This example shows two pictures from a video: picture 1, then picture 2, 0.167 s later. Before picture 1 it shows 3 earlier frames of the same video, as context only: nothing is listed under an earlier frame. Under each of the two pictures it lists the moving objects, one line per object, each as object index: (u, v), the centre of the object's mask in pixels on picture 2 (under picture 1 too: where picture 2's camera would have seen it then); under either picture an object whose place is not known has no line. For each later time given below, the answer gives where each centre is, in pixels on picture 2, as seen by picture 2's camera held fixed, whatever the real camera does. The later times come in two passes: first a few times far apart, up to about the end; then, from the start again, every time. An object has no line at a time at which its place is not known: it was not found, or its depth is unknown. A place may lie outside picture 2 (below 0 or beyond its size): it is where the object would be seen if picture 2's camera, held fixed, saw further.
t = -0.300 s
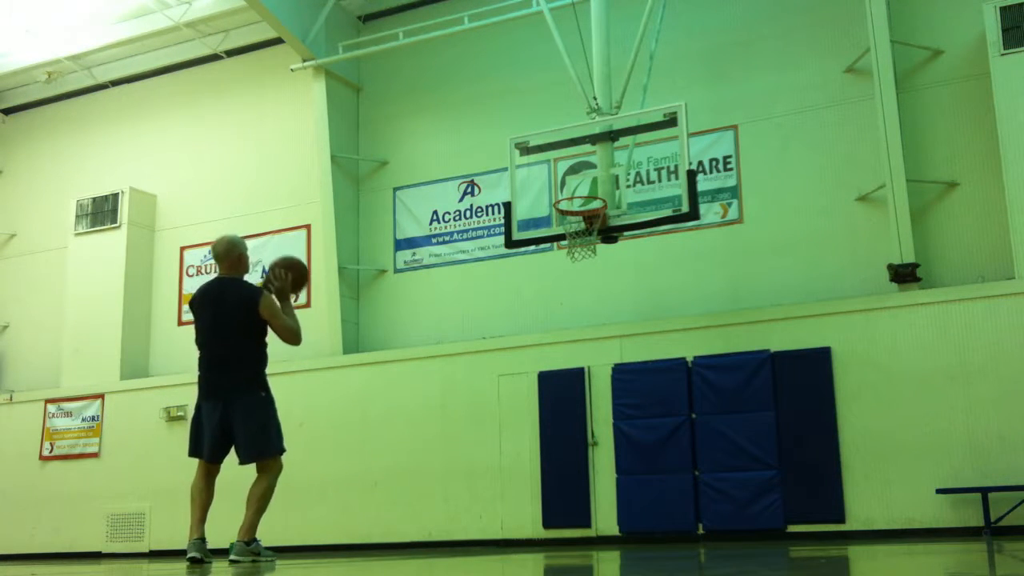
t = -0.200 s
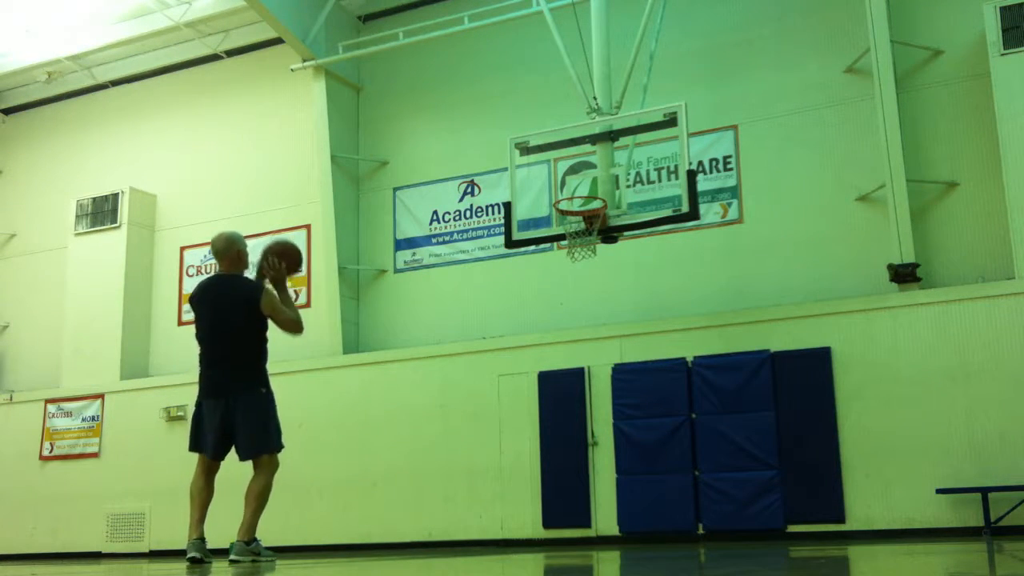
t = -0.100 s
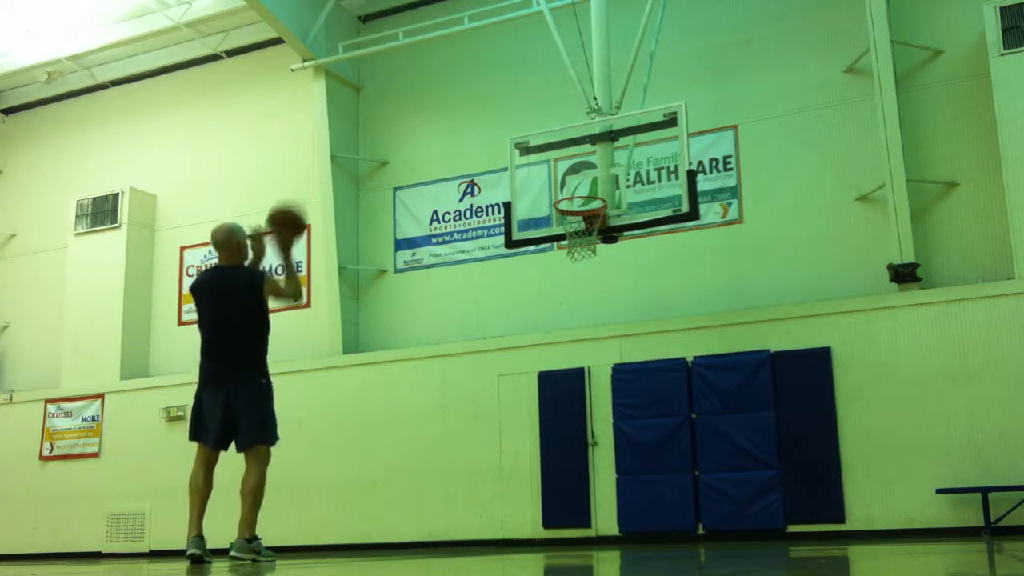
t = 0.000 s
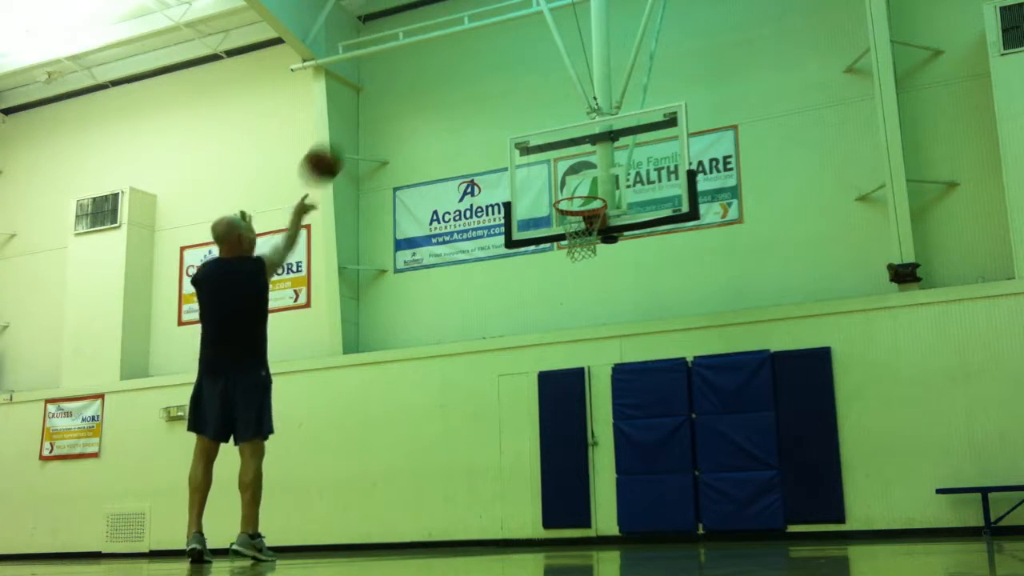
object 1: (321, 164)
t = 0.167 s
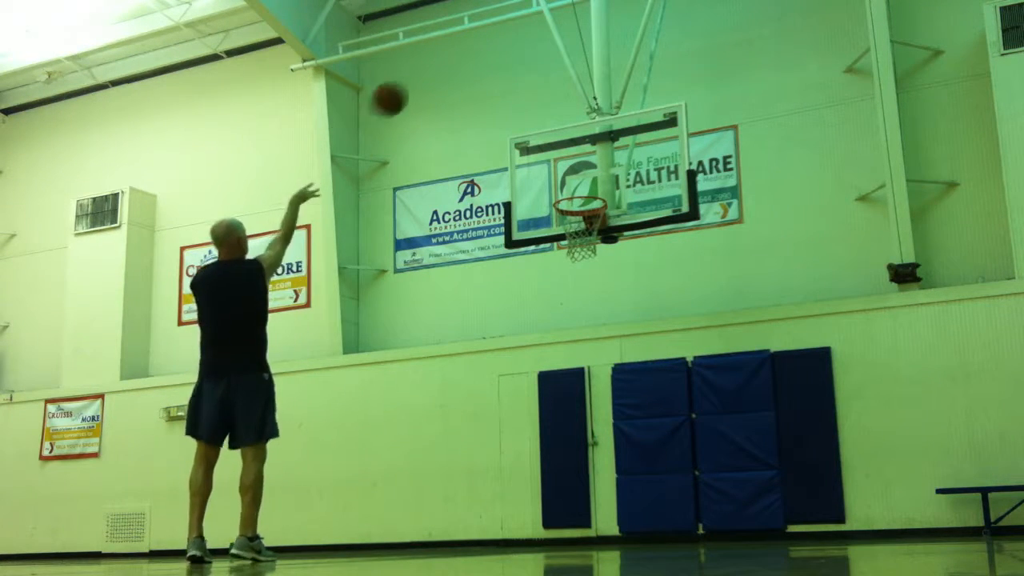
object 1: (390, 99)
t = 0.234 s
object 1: (413, 85)
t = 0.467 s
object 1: (485, 83)
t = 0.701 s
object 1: (546, 138)
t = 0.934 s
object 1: (577, 205)
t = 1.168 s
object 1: (588, 232)
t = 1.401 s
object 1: (585, 256)
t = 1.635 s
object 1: (578, 325)
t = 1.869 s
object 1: (574, 464)
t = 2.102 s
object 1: (562, 449)
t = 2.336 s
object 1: (553, 370)
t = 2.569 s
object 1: (543, 356)
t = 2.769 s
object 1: (534, 396)
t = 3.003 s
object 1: (528, 516)
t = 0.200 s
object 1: (401, 91)
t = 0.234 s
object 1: (413, 85)
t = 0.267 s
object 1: (424, 81)
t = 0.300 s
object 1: (435, 78)
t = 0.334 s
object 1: (446, 76)
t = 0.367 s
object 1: (455, 76)
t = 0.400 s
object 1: (465, 77)
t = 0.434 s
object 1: (475, 79)
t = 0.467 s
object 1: (485, 83)
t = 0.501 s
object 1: (494, 88)
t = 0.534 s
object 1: (503, 93)
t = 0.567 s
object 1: (512, 100)
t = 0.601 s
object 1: (520, 108)
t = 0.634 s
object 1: (529, 116)
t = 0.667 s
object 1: (537, 126)
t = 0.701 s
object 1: (546, 138)
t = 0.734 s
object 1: (553, 149)
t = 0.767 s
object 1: (563, 163)
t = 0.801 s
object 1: (570, 175)
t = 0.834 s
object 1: (576, 188)
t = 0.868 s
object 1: (584, 205)
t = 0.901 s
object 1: (580, 205)
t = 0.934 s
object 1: (577, 205)
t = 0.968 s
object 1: (580, 212)
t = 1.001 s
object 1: (583, 222)
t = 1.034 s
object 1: (586, 226)
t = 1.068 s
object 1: (587, 230)
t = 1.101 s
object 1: (588, 230)
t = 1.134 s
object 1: (589, 231)
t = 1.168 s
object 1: (588, 232)
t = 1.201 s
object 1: (588, 234)
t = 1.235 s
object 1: (588, 237)
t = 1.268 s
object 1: (588, 241)
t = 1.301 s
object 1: (587, 244)
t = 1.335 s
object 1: (587, 252)
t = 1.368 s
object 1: (585, 250)
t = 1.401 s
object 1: (585, 256)
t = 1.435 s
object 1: (583, 262)
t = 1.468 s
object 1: (582, 269)
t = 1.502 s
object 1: (581, 278)
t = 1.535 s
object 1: (580, 288)
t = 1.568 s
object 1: (579, 299)
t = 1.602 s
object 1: (579, 312)
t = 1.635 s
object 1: (578, 325)
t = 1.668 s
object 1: (577, 341)
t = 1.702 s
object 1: (576, 356)
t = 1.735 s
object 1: (576, 375)
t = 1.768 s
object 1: (573, 395)
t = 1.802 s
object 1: (571, 416)
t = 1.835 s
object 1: (571, 441)
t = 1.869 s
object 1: (574, 464)
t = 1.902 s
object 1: (573, 495)
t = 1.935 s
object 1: (573, 524)
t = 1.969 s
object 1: (572, 523)
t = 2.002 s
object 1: (568, 501)
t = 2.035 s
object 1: (567, 483)
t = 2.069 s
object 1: (564, 466)
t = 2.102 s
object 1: (562, 449)
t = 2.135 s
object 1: (562, 433)
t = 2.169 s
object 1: (560, 420)
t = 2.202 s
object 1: (559, 411)
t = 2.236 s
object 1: (557, 397)
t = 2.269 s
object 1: (556, 390)
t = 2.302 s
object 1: (554, 379)
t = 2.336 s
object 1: (553, 370)
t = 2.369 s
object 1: (552, 365)
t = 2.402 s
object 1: (550, 360)
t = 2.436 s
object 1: (548, 358)
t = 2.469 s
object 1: (547, 355)
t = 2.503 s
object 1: (546, 354)
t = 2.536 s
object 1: (544, 354)
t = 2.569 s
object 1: (543, 356)
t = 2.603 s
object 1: (542, 358)
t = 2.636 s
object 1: (540, 363)
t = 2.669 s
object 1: (539, 368)
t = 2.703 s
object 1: (537, 376)
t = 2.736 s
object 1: (536, 384)
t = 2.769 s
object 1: (534, 396)
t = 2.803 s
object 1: (534, 408)
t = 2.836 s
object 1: (533, 421)
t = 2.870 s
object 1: (531, 436)
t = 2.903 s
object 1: (530, 453)
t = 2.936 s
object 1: (529, 473)
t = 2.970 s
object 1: (528, 494)
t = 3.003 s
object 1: (528, 516)
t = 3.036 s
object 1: (528, 531)
